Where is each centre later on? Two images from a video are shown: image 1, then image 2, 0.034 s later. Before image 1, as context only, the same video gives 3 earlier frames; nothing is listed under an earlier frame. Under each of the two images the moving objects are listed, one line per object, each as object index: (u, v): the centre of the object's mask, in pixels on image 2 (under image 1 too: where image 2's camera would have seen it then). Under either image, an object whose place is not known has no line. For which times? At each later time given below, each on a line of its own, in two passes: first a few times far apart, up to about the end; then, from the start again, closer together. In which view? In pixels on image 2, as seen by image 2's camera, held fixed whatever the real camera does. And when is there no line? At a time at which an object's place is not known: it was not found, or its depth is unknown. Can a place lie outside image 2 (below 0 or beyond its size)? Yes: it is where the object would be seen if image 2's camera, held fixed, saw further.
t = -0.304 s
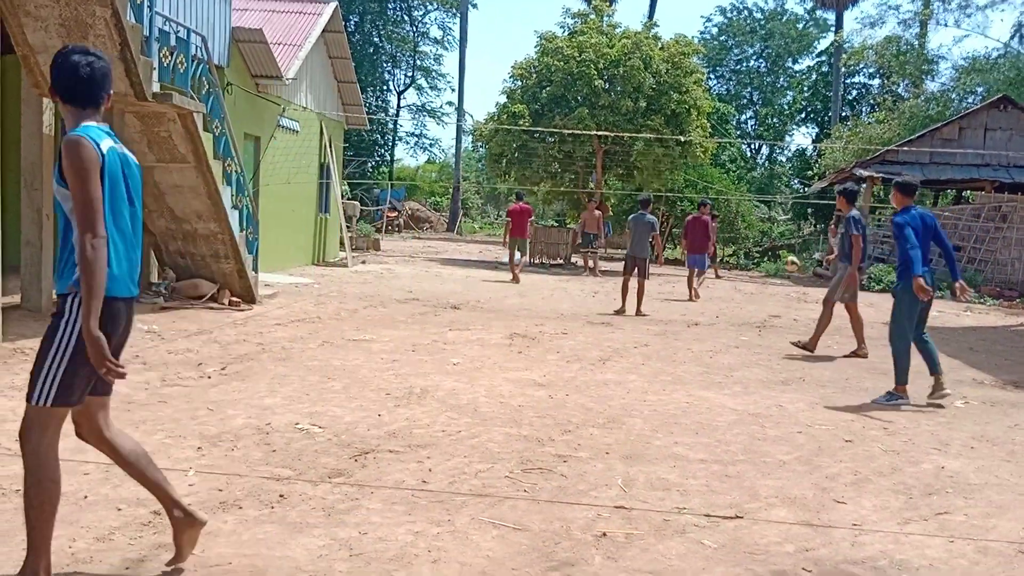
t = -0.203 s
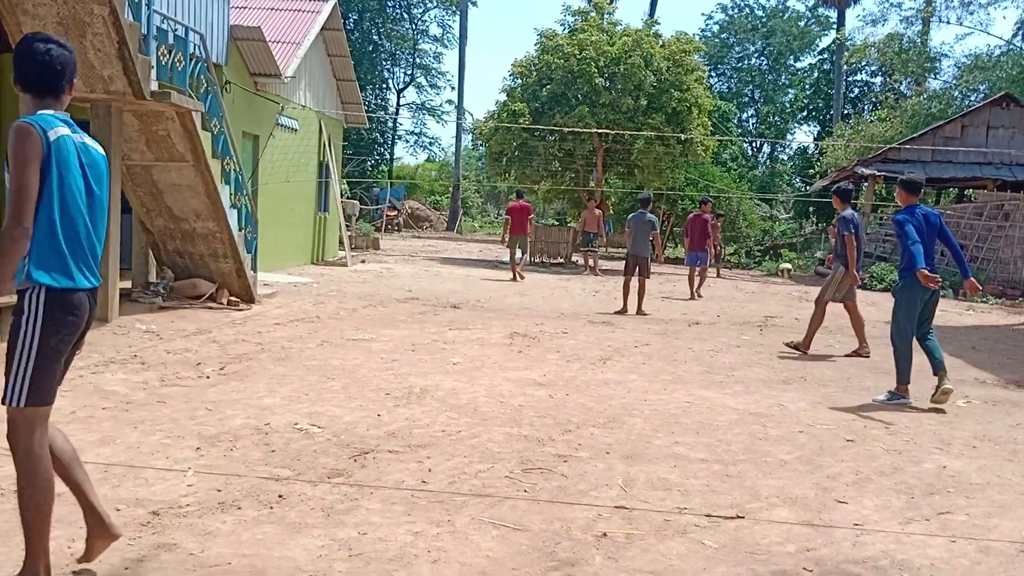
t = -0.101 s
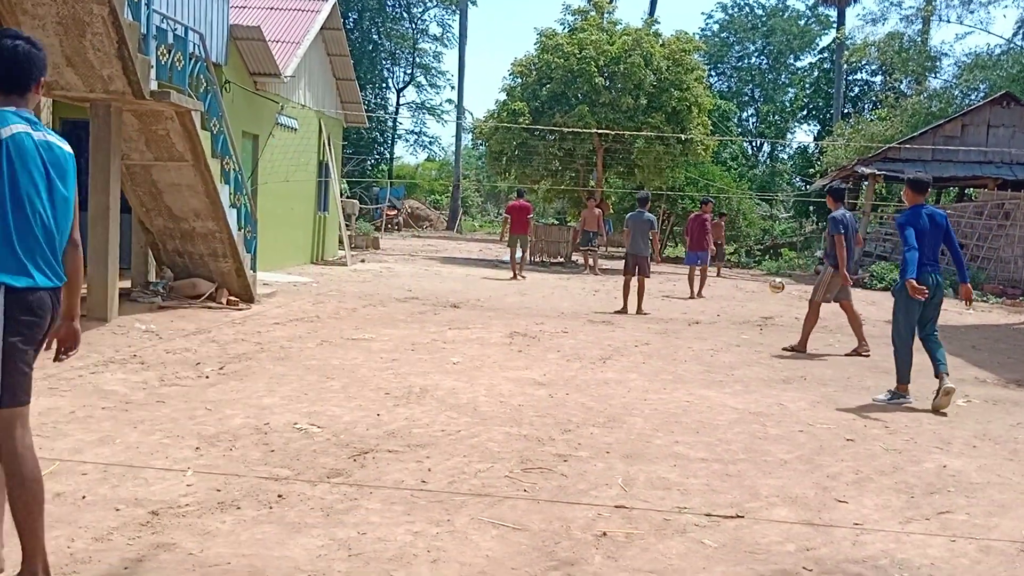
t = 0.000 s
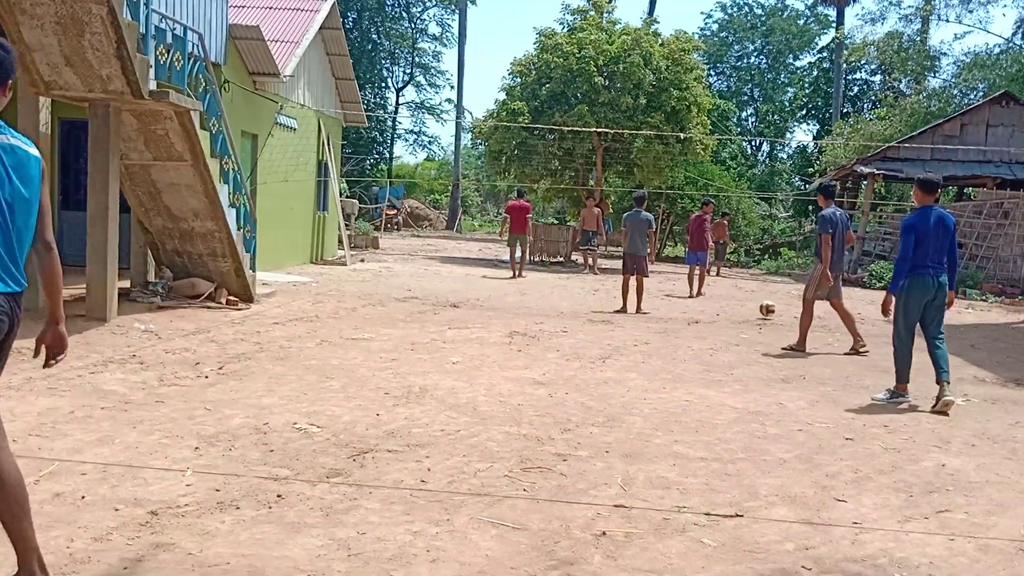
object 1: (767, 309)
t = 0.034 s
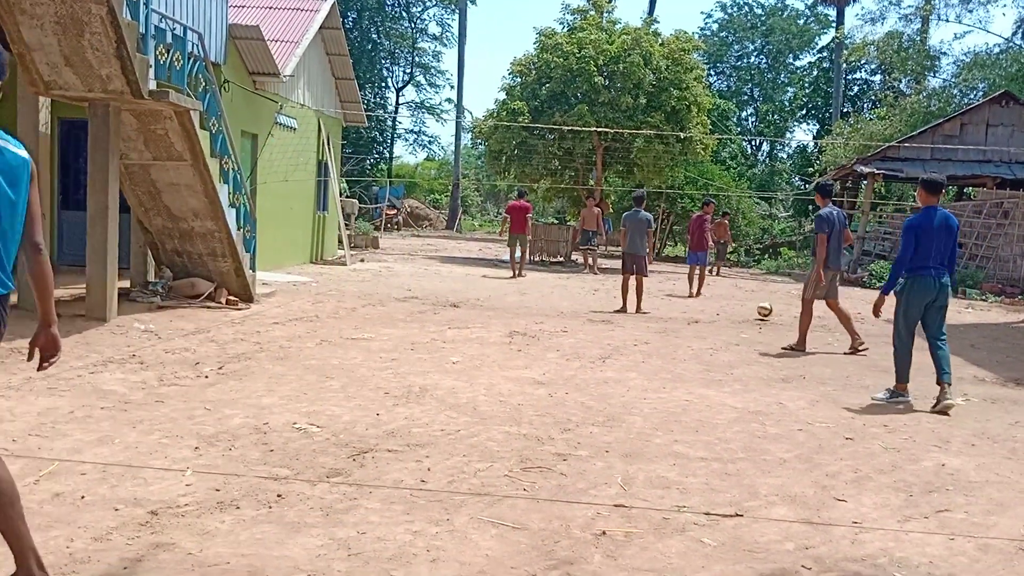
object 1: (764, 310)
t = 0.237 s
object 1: (755, 299)
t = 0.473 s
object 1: (739, 321)
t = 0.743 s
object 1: (721, 316)
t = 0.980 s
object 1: (701, 332)
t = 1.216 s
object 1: (681, 356)
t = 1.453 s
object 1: (660, 360)
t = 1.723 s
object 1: (632, 387)
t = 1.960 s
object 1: (599, 413)
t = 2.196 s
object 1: (552, 433)
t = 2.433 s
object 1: (489, 475)
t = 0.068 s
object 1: (763, 306)
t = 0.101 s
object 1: (762, 303)
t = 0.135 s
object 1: (760, 301)
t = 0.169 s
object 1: (758, 300)
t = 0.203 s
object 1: (756, 299)
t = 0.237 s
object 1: (755, 299)
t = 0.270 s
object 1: (752, 301)
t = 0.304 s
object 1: (750, 303)
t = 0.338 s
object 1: (748, 307)
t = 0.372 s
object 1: (746, 310)
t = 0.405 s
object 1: (743, 316)
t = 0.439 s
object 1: (740, 323)
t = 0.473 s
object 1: (739, 321)
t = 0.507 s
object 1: (737, 316)
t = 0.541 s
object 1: (735, 314)
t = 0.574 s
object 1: (733, 311)
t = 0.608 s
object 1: (731, 310)
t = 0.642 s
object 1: (729, 310)
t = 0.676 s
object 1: (727, 311)
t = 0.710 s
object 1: (724, 313)
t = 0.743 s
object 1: (721, 316)
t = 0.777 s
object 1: (718, 320)
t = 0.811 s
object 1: (715, 326)
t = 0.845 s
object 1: (711, 332)
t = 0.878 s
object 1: (708, 339)
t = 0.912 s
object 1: (705, 335)
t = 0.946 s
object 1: (703, 333)
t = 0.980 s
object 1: (701, 332)
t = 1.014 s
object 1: (698, 331)
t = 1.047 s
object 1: (696, 333)
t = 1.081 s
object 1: (694, 335)
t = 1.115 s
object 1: (691, 339)
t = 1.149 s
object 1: (688, 344)
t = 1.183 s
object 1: (685, 350)
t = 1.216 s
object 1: (681, 356)
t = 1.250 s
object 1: (679, 353)
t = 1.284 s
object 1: (676, 351)
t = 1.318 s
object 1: (674, 349)
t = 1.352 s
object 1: (671, 350)
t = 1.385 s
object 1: (667, 352)
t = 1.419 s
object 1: (664, 355)
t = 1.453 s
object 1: (660, 360)
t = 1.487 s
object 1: (657, 366)
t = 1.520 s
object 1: (653, 374)
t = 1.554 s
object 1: (649, 374)
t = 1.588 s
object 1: (646, 374)
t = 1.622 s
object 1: (643, 375)
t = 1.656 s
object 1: (639, 377)
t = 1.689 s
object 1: (636, 381)
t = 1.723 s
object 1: (632, 387)
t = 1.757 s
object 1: (627, 390)
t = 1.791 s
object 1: (624, 389)
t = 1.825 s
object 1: (619, 391)
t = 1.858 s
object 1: (615, 394)
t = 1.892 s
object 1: (610, 399)
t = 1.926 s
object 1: (604, 407)
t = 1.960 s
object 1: (599, 413)
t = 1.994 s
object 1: (593, 415)
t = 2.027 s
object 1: (586, 420)
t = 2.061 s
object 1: (580, 423)
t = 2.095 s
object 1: (574, 422)
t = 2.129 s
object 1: (567, 423)
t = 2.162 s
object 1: (560, 426)
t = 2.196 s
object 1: (552, 433)
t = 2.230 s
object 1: (544, 441)
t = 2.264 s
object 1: (536, 452)
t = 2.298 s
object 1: (527, 456)
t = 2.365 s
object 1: (508, 465)
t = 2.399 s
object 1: (498, 473)
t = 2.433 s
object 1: (489, 475)
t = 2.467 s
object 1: (478, 478)
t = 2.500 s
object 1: (468, 485)
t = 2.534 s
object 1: (457, 495)
